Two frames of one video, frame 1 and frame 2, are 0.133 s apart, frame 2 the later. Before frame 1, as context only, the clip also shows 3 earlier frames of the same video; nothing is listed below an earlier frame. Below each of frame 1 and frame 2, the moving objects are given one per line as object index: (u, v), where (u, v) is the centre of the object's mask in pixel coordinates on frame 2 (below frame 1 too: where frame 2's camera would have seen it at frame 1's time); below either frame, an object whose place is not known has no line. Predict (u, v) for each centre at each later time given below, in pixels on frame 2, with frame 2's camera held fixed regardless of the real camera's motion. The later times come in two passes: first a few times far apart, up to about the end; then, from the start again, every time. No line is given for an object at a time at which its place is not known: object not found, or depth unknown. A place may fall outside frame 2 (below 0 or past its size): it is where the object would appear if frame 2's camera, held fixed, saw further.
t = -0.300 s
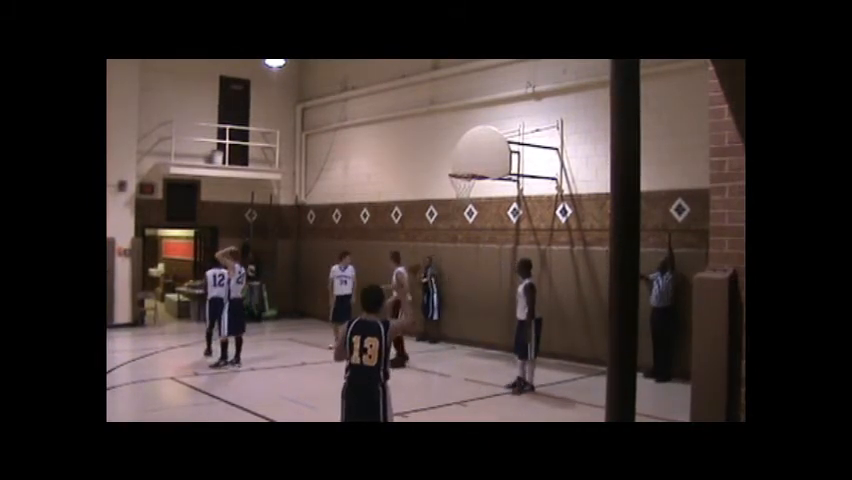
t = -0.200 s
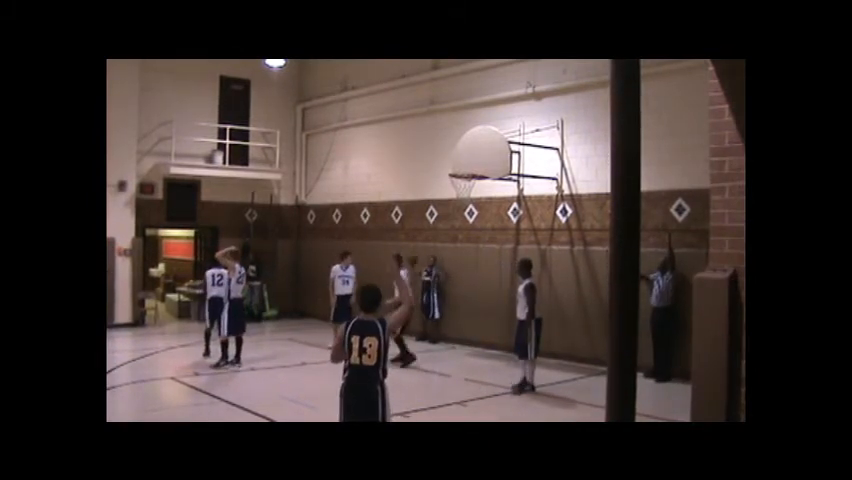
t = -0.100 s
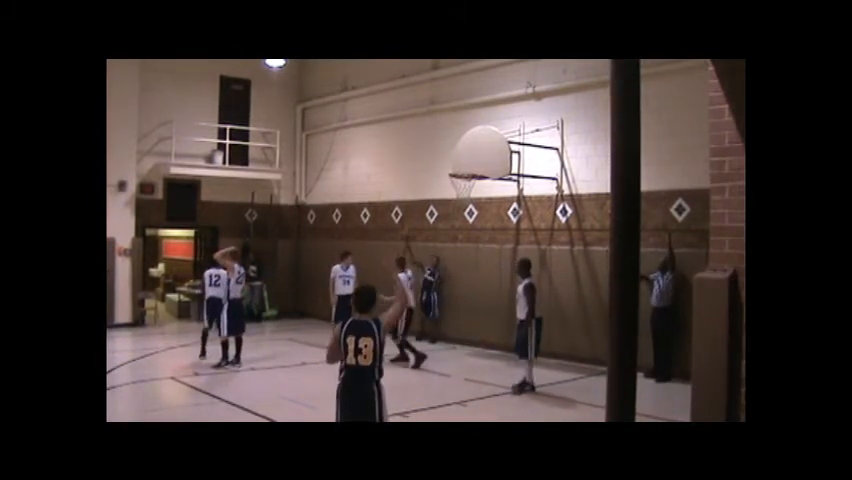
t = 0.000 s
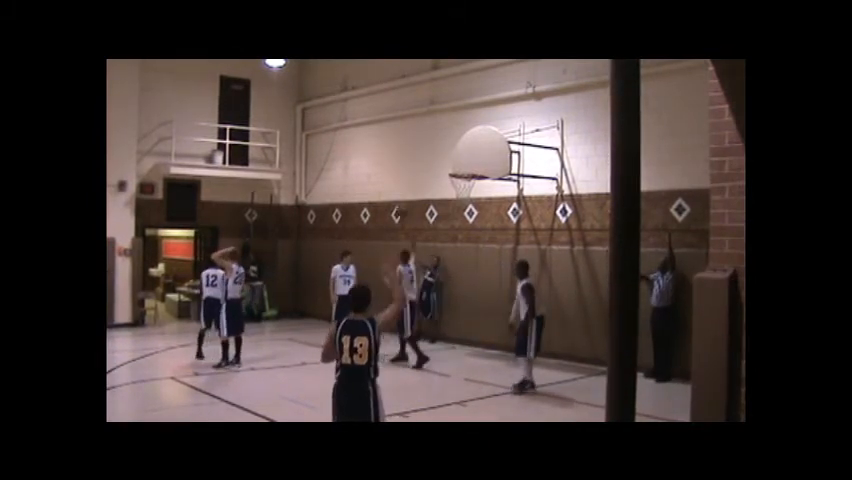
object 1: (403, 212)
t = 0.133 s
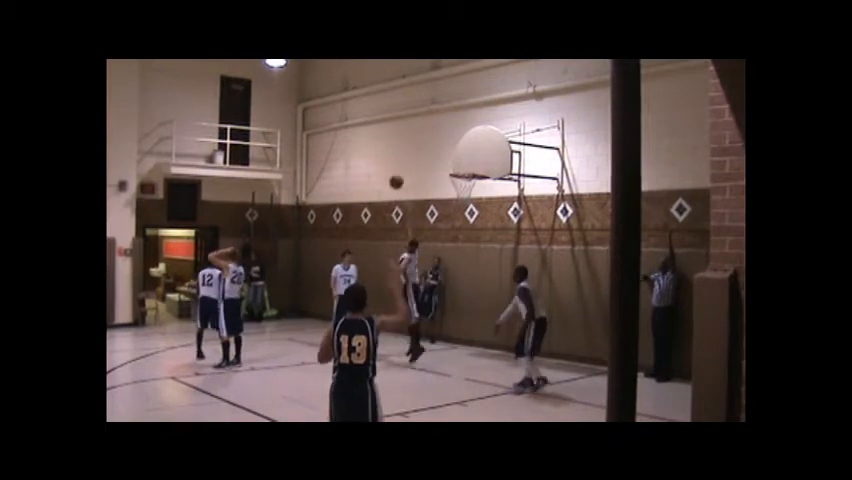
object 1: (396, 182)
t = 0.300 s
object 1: (387, 154)
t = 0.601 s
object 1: (366, 142)
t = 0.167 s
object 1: (394, 175)
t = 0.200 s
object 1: (393, 169)
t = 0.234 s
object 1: (391, 164)
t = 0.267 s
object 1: (389, 159)
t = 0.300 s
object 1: (387, 154)
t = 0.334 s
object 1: (385, 151)
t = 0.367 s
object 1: (383, 147)
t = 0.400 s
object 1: (381, 144)
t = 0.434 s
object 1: (378, 142)
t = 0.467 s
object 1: (376, 140)
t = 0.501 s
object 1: (374, 139)
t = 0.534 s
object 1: (371, 140)
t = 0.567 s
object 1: (369, 140)
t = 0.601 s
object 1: (366, 142)
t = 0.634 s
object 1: (363, 146)
